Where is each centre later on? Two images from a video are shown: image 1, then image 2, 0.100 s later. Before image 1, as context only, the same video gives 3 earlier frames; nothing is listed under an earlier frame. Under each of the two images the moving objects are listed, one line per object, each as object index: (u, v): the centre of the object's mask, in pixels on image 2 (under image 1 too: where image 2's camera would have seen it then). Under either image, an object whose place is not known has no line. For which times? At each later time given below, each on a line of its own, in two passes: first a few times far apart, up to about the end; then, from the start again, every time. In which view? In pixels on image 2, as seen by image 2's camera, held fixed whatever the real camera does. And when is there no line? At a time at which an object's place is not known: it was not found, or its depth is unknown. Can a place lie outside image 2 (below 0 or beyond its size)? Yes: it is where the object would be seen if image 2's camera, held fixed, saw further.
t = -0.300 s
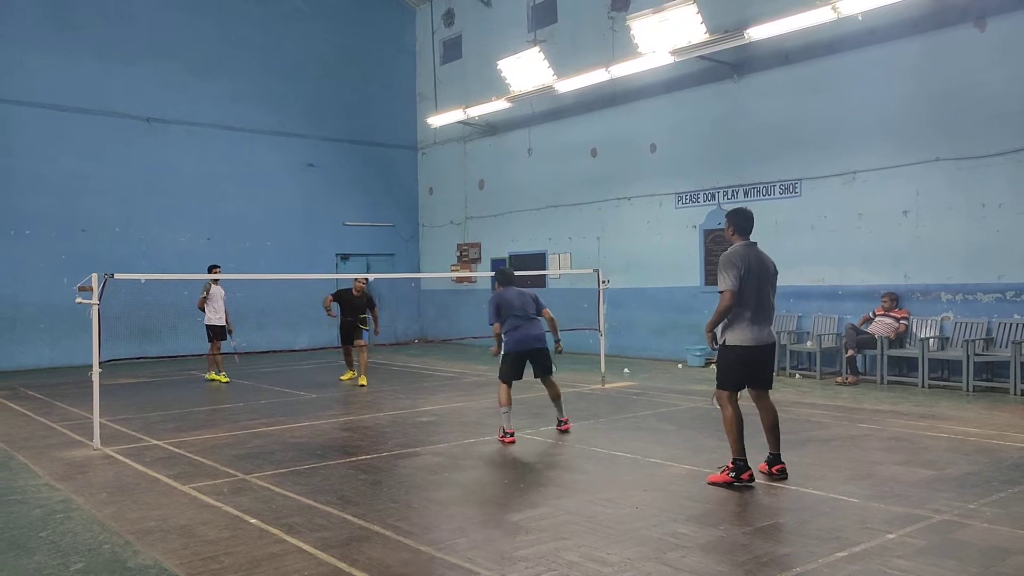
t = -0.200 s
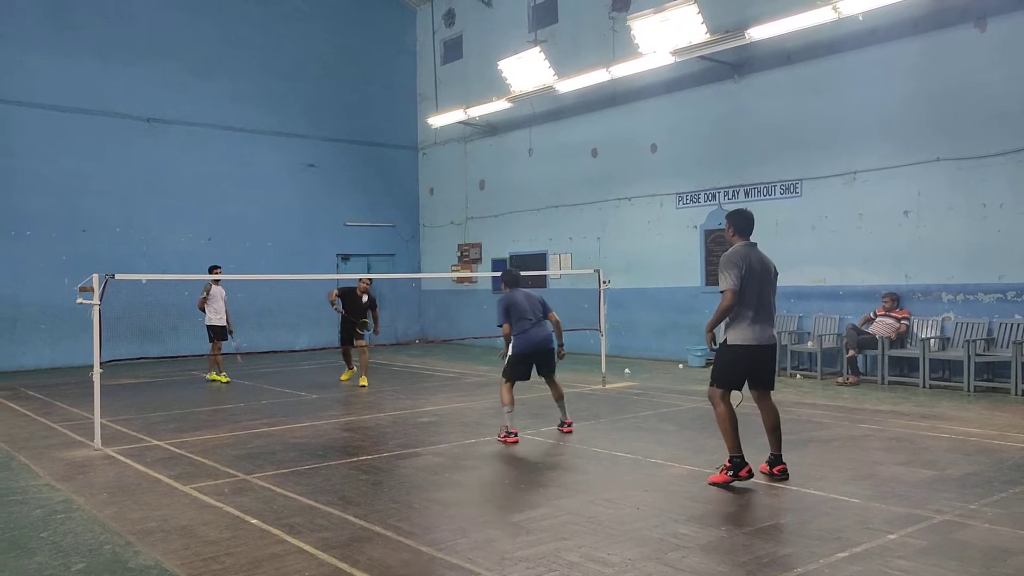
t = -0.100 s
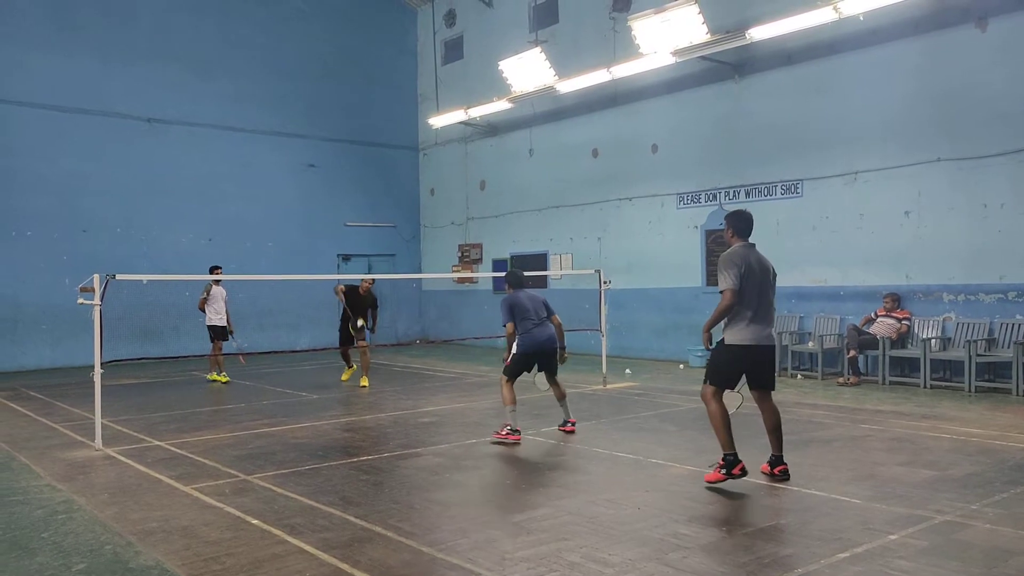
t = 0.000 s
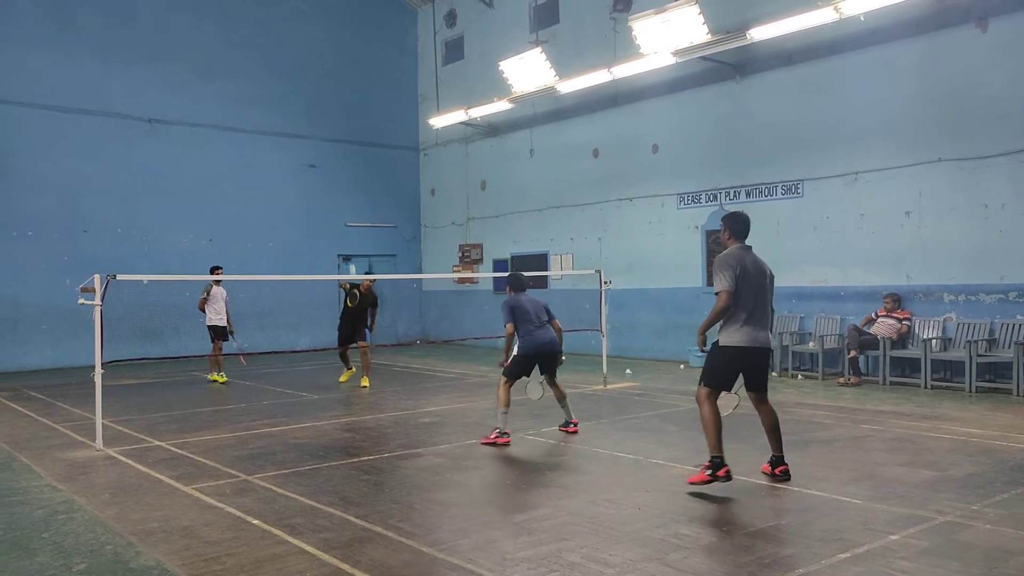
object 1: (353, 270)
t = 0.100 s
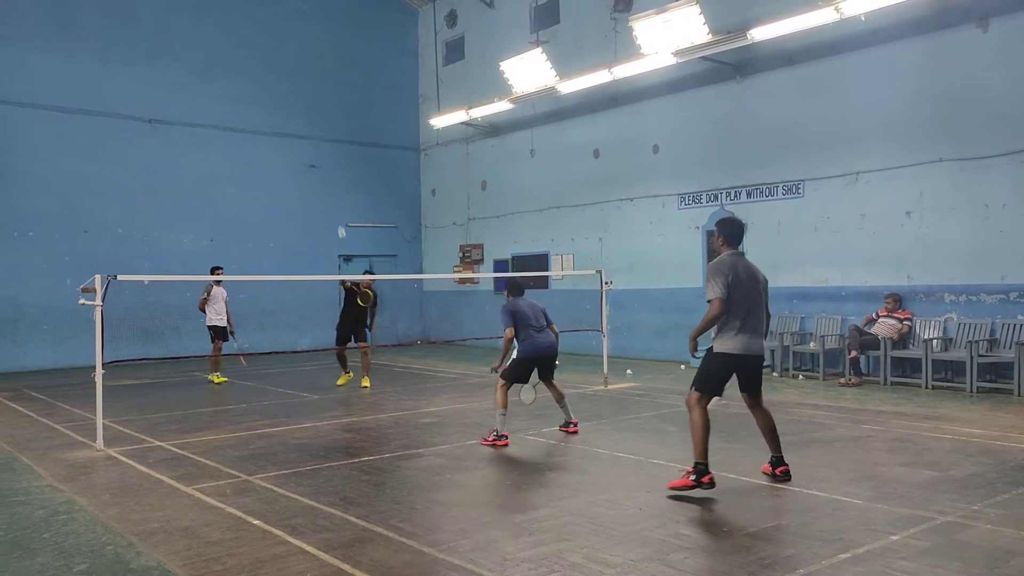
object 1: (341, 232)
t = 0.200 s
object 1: (332, 202)
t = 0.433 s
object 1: (313, 172)
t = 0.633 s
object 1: (300, 198)
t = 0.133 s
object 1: (338, 220)
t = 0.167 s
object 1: (335, 211)
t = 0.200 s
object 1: (332, 202)
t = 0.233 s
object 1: (329, 195)
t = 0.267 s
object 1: (326, 188)
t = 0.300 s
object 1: (324, 183)
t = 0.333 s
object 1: (321, 179)
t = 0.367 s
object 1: (317, 174)
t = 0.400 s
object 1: (315, 172)
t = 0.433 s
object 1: (313, 172)
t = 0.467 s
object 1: (311, 172)
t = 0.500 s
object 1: (310, 174)
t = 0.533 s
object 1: (306, 179)
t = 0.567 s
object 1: (304, 184)
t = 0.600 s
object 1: (302, 190)
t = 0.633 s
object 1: (300, 198)
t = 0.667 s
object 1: (298, 208)
